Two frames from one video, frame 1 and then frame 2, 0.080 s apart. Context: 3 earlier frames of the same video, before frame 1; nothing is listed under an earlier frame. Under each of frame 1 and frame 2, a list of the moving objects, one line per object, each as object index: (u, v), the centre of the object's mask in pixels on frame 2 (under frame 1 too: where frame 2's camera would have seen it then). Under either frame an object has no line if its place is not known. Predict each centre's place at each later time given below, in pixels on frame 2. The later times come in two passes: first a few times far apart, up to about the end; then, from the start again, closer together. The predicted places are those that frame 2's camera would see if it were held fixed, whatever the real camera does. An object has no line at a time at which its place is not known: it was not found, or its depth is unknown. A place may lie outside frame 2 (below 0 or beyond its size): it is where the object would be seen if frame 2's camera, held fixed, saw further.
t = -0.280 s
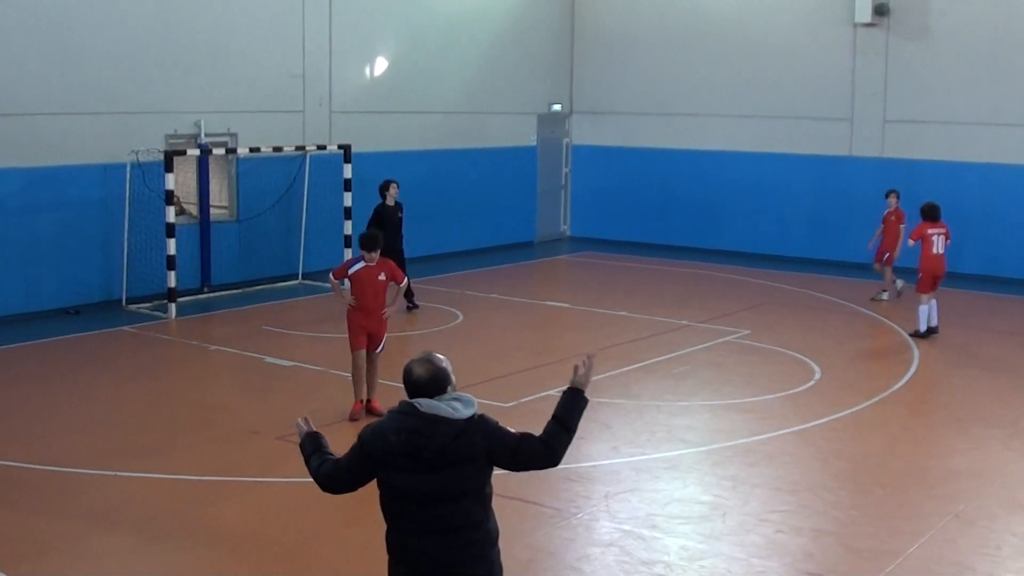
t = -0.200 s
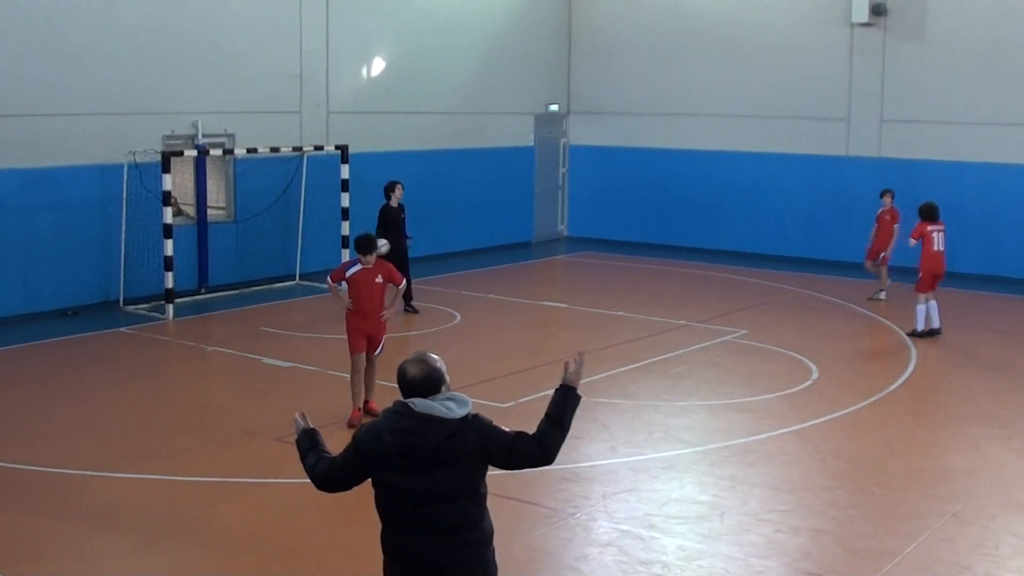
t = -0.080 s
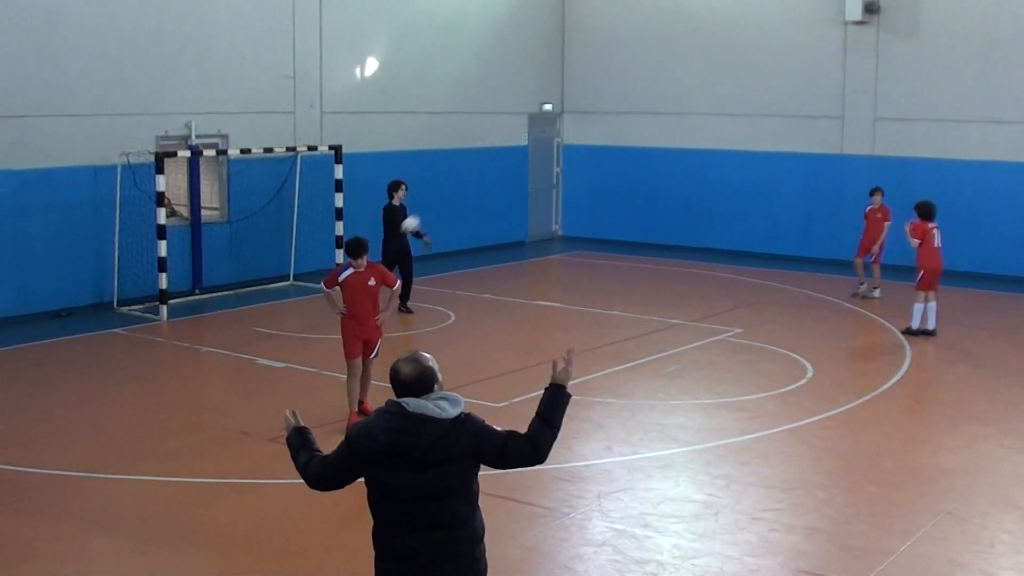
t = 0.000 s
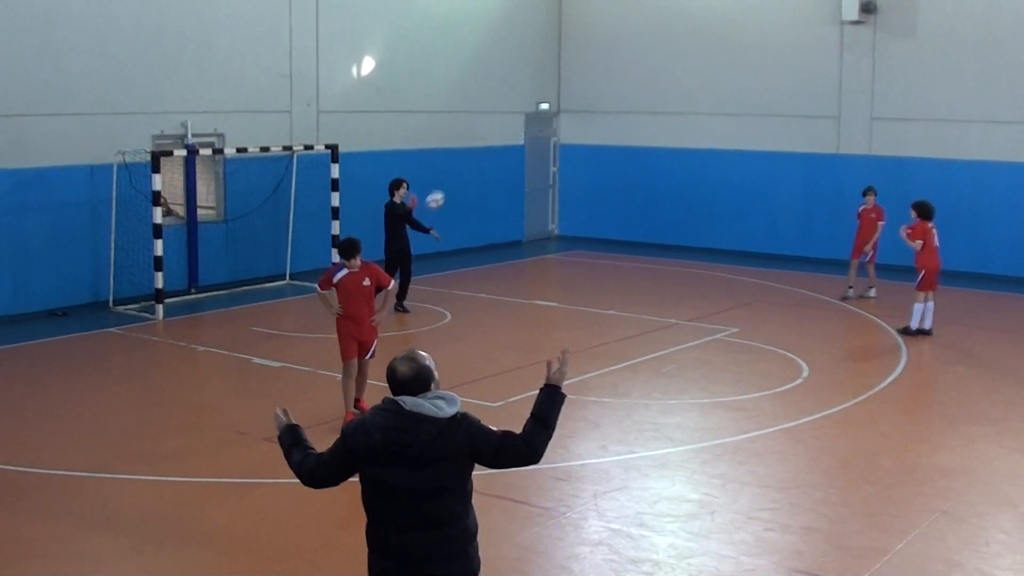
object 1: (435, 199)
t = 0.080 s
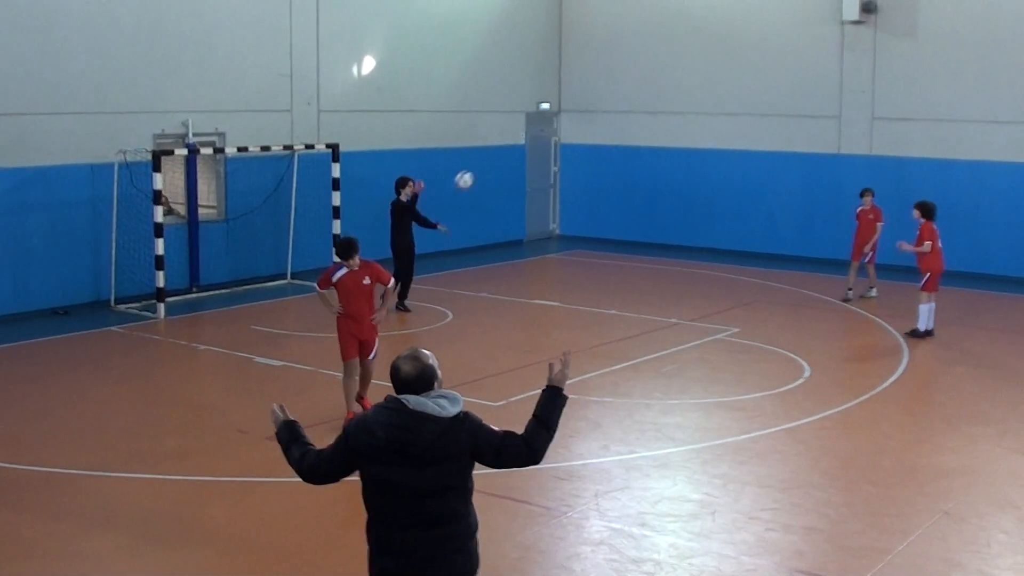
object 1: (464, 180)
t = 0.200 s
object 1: (507, 159)
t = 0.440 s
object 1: (600, 154)
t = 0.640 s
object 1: (681, 191)
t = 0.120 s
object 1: (478, 171)
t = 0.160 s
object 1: (492, 165)
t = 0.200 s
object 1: (507, 159)
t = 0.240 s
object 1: (522, 155)
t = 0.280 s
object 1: (537, 152)
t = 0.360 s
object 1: (569, 150)
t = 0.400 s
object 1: (585, 151)
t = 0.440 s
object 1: (600, 154)
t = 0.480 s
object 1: (617, 158)
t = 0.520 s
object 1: (633, 164)
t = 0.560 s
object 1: (649, 172)
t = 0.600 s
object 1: (665, 181)
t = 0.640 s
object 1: (681, 191)
